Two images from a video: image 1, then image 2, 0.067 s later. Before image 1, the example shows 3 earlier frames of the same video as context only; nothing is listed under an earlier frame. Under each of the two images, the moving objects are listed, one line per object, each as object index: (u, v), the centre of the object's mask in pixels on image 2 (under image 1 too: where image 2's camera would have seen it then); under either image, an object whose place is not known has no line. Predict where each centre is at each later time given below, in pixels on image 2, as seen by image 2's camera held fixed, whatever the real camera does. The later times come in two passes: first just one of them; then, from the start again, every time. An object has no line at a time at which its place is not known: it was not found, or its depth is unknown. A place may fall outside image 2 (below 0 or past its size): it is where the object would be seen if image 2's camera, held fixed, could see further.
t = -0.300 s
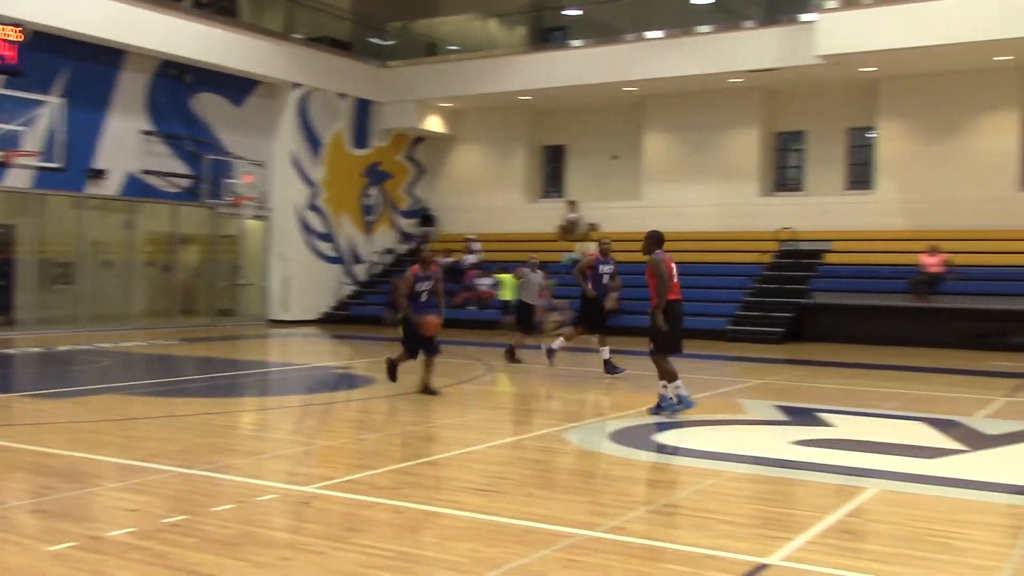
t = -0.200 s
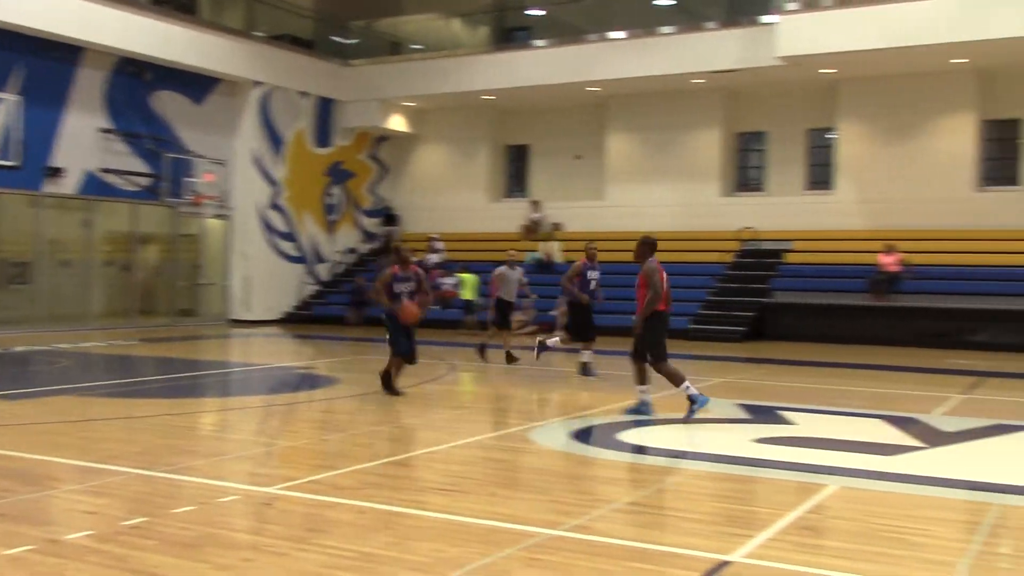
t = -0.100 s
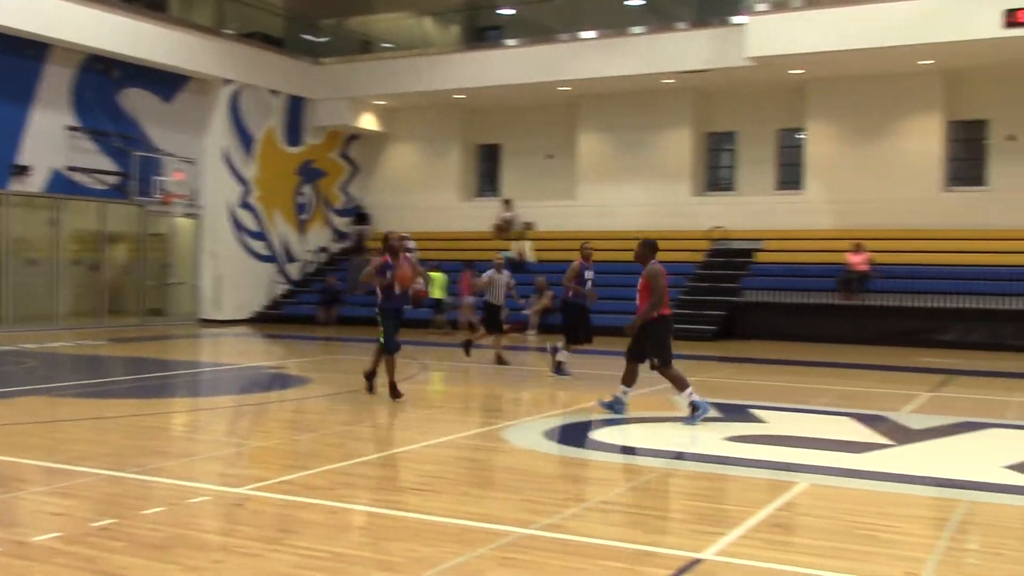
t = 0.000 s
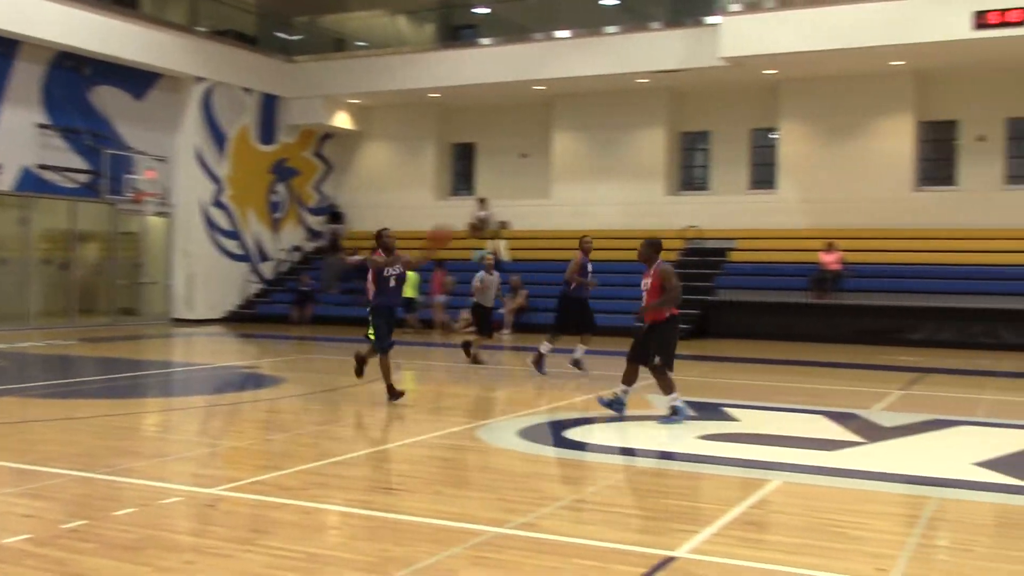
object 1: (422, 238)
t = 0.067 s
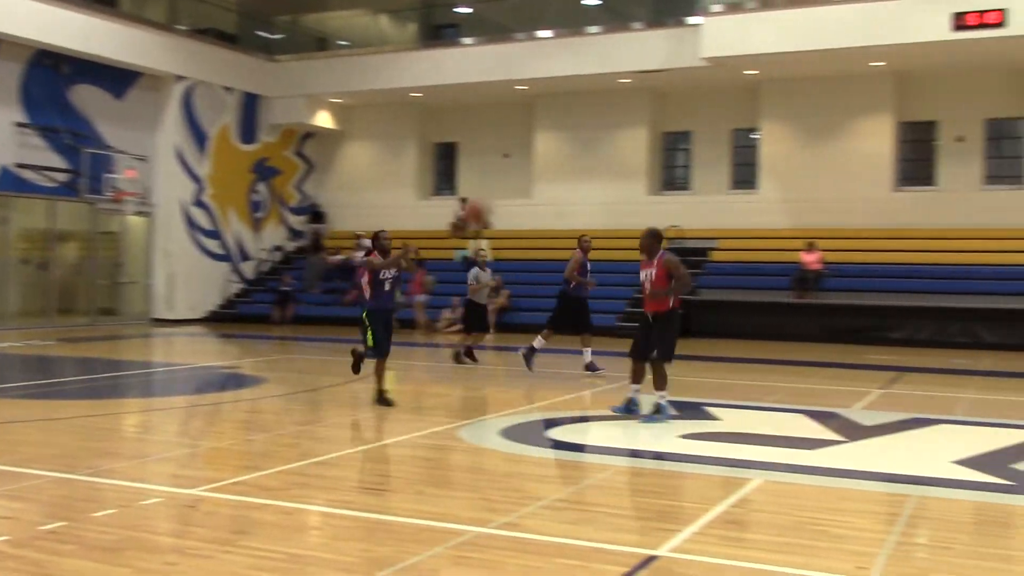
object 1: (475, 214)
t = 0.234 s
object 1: (645, 158)
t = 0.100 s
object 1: (505, 202)
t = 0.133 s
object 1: (537, 190)
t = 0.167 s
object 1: (572, 178)
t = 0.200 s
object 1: (607, 168)
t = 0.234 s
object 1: (645, 158)
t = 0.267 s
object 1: (687, 147)
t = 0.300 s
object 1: (735, 138)
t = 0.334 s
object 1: (784, 129)
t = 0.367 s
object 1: (836, 121)
